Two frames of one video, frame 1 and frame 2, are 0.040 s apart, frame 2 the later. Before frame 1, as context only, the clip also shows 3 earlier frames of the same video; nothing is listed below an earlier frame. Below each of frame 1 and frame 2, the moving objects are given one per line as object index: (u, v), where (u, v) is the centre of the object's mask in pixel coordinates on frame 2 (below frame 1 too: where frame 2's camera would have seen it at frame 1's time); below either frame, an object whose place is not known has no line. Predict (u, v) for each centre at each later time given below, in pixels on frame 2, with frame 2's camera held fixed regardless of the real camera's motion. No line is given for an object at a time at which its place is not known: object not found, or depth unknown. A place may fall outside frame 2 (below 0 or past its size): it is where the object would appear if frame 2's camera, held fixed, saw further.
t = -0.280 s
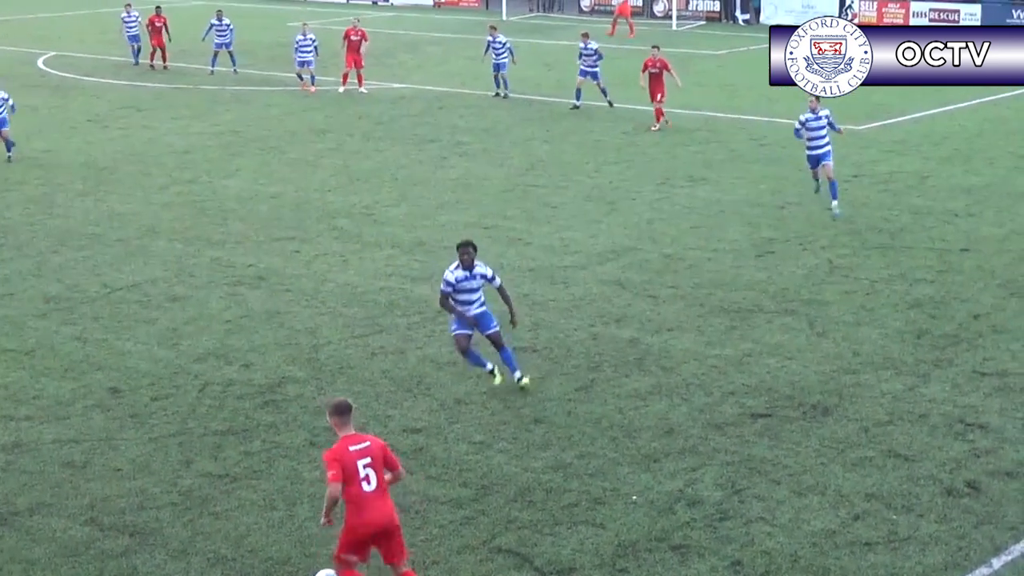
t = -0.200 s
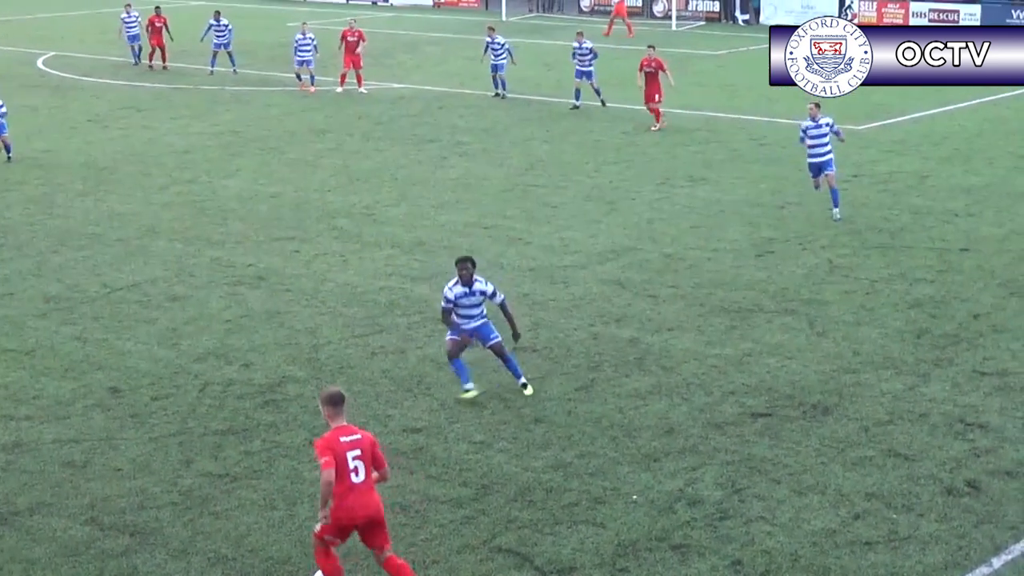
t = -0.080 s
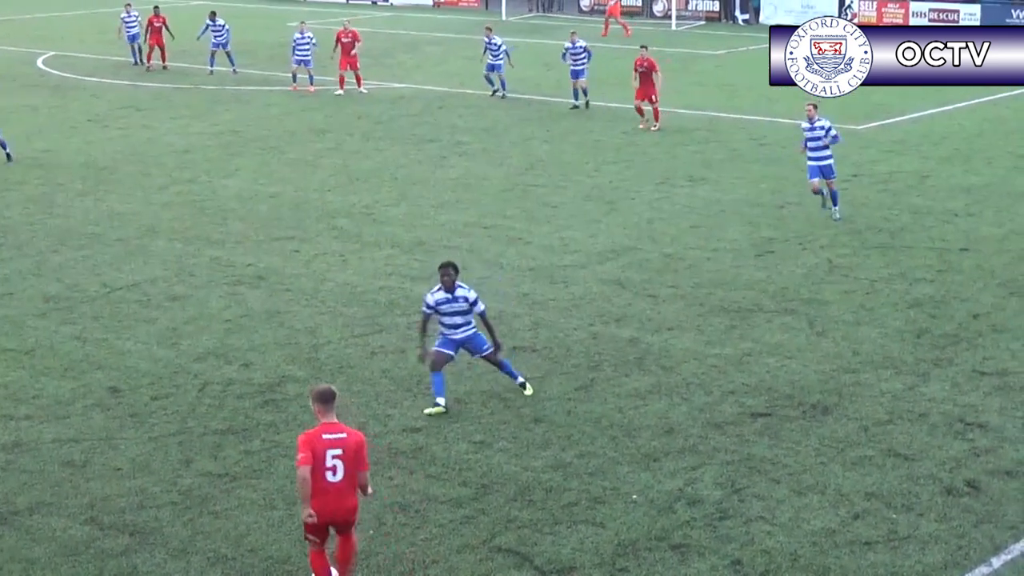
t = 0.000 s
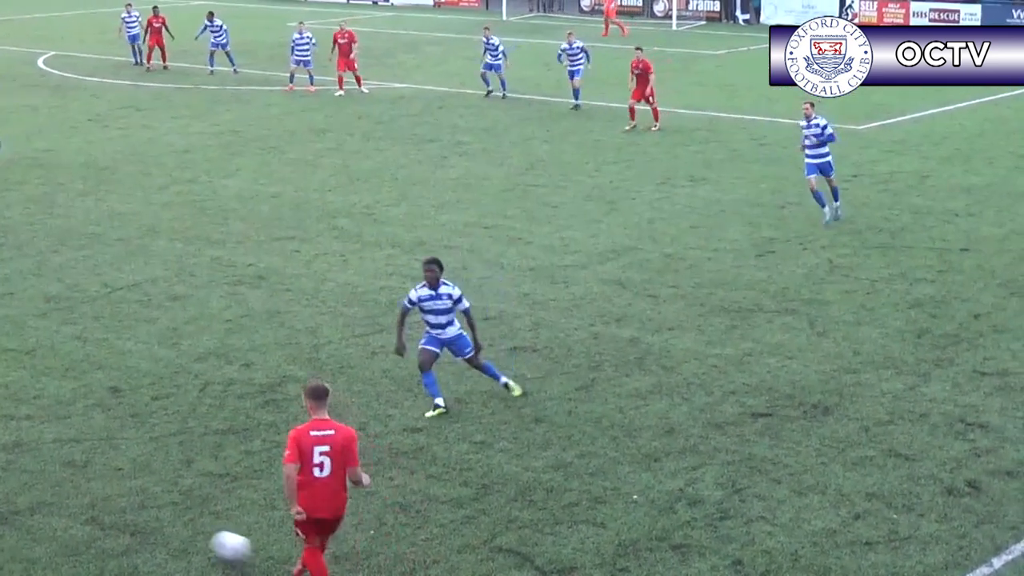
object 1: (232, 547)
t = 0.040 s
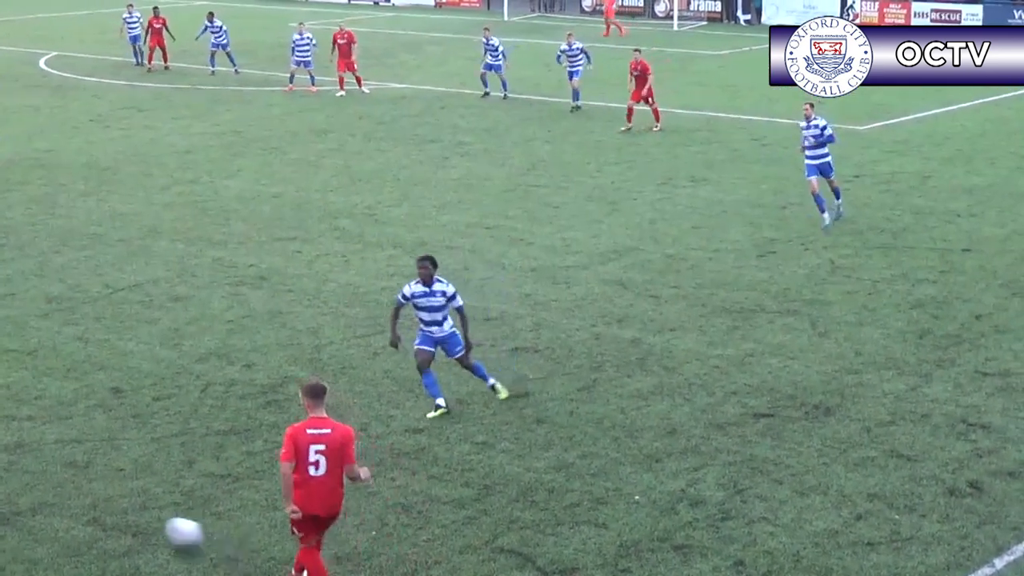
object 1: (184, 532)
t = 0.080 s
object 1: (137, 520)
